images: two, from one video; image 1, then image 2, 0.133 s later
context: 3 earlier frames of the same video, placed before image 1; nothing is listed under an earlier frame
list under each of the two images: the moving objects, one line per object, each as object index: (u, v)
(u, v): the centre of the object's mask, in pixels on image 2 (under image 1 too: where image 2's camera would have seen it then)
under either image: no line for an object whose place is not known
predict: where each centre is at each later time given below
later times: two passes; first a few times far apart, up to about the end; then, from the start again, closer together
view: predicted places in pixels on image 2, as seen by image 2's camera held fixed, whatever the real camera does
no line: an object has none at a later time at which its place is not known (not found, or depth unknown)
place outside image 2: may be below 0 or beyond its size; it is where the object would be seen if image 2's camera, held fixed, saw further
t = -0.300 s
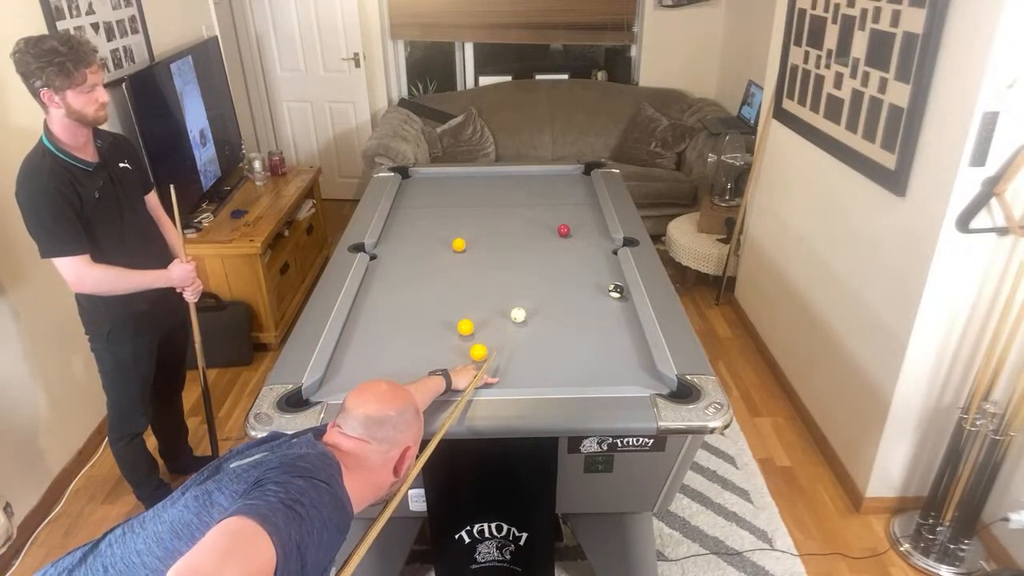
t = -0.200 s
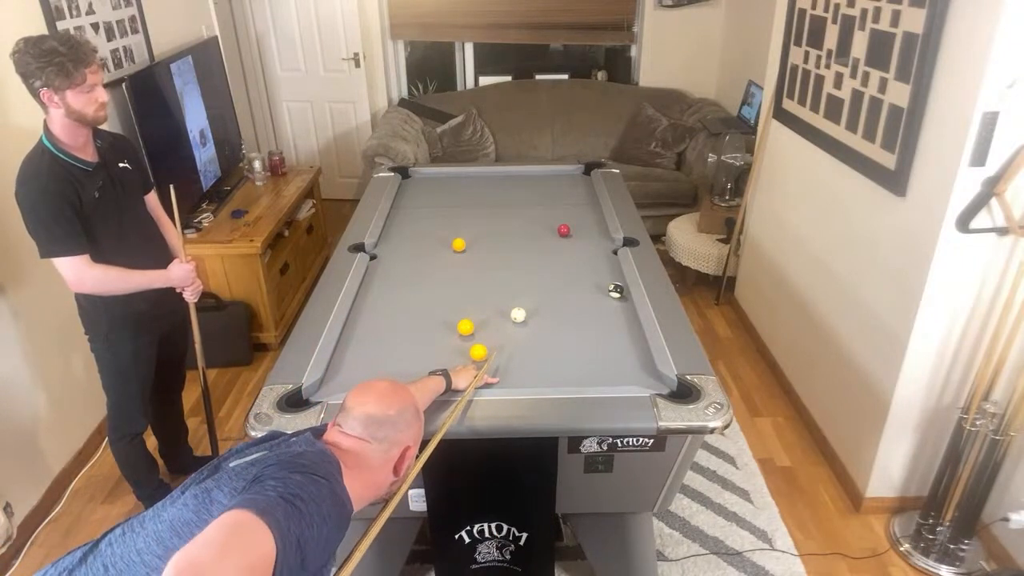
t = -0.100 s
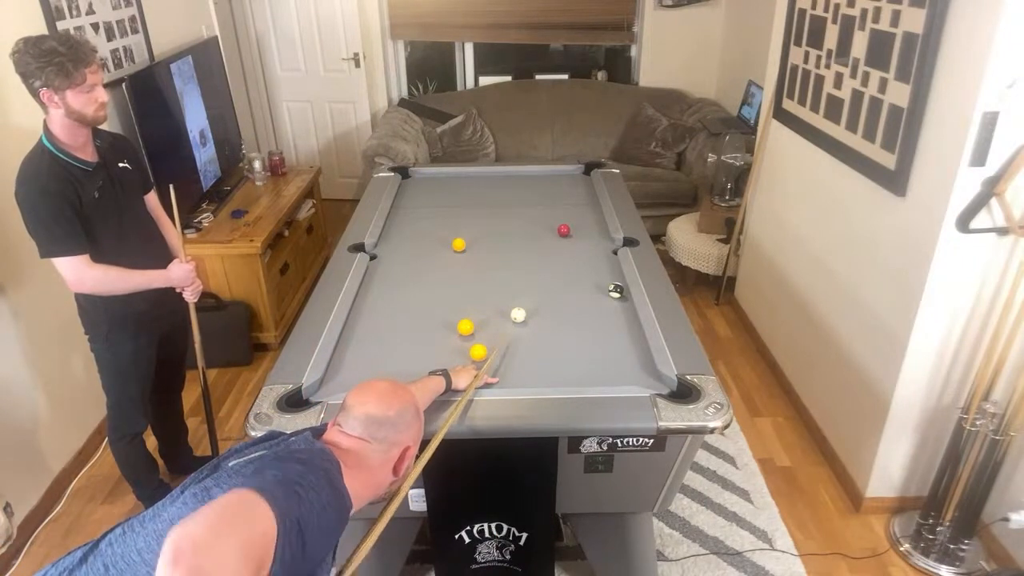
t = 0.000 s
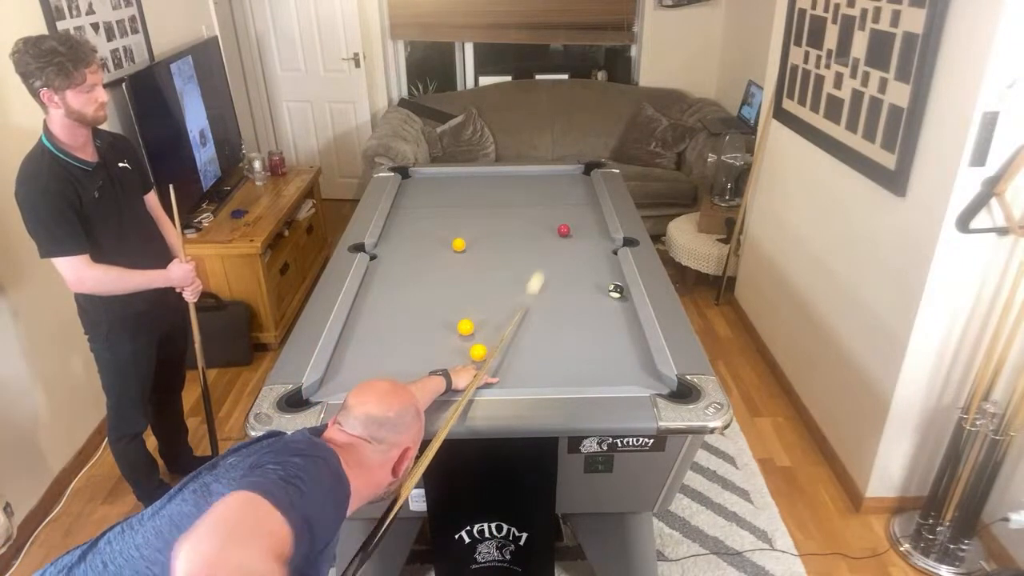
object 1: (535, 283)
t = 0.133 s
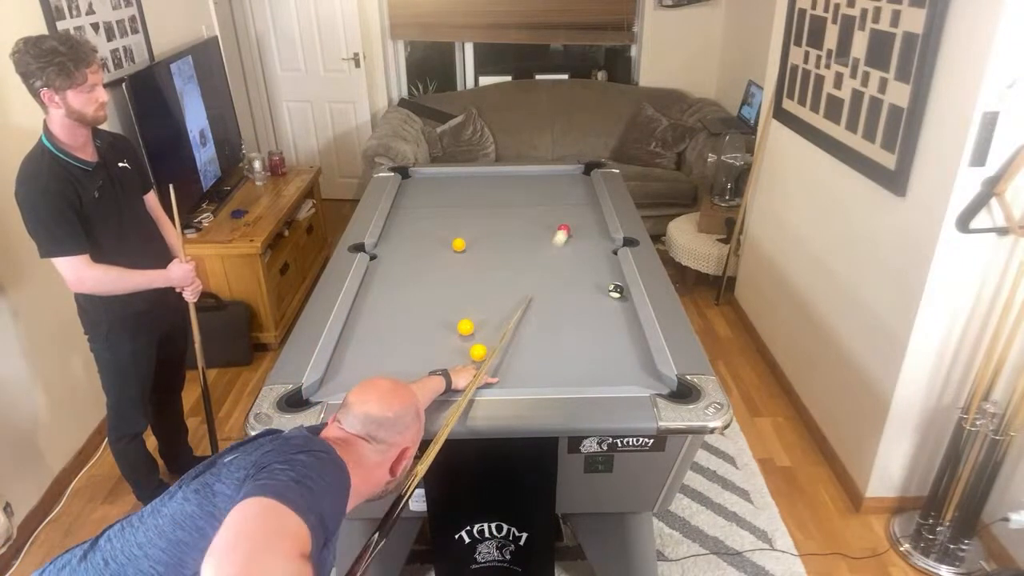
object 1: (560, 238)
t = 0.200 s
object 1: (564, 237)
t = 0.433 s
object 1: (570, 243)
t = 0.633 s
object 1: (575, 249)
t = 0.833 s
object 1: (580, 254)
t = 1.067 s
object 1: (585, 259)
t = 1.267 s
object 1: (589, 264)
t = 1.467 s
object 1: (593, 268)
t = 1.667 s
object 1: (596, 272)
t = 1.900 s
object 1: (599, 276)
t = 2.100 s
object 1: (602, 279)
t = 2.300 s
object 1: (603, 282)
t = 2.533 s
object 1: (604, 284)
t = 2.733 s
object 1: (604, 285)
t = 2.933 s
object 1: (604, 285)
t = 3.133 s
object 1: (604, 285)
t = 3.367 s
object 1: (604, 285)
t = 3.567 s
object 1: (604, 285)
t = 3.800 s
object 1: (604, 285)
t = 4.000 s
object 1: (604, 285)
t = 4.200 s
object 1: (604, 285)
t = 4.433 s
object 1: (604, 285)
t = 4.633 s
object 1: (604, 285)
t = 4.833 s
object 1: (604, 285)
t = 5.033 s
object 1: (604, 285)
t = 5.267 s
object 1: (604, 285)
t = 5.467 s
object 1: (604, 285)
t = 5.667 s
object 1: (604, 285)
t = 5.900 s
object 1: (604, 285)
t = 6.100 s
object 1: (604, 285)
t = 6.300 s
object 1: (604, 285)
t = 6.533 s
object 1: (604, 285)
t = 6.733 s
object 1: (604, 285)
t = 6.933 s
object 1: (604, 285)
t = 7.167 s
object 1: (604, 285)
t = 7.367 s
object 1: (604, 285)
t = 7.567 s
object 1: (604, 285)
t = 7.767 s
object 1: (604, 285)
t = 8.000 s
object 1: (604, 285)
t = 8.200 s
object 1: (604, 285)
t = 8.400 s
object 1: (604, 285)
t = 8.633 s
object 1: (604, 285)
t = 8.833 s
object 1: (604, 285)
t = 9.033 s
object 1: (604, 285)
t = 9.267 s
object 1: (604, 285)
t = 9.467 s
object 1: (604, 285)
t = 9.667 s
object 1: (604, 285)
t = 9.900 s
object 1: (604, 285)
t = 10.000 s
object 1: (604, 285)
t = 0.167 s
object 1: (562, 236)
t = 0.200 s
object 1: (564, 237)
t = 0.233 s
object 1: (564, 238)
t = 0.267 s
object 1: (565, 239)
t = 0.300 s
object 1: (566, 240)
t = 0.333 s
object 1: (567, 240)
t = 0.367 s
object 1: (568, 242)
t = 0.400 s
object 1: (569, 242)
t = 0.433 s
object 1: (570, 243)
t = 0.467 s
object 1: (570, 244)
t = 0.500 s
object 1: (571, 245)
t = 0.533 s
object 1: (572, 246)
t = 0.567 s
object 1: (573, 247)
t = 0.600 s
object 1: (574, 248)
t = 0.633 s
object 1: (575, 249)
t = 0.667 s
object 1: (576, 250)
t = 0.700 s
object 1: (577, 250)
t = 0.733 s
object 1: (577, 251)
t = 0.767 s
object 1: (578, 252)
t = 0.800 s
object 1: (579, 253)
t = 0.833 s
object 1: (580, 254)
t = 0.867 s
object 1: (581, 255)
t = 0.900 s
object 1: (581, 256)
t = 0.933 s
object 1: (582, 256)
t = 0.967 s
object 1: (583, 257)
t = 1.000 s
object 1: (583, 258)
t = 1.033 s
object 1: (584, 259)
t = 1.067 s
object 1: (585, 259)
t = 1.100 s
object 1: (586, 260)
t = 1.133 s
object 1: (586, 261)
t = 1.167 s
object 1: (587, 262)
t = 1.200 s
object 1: (588, 262)
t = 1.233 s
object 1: (588, 263)
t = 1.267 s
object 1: (589, 264)
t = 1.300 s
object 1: (590, 265)
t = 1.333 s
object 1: (590, 265)
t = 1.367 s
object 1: (591, 266)
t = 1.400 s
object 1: (592, 267)
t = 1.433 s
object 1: (592, 267)
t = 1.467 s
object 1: (593, 268)
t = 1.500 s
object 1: (593, 269)
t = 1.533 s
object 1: (594, 269)
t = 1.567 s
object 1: (594, 270)
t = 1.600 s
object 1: (595, 271)
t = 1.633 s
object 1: (596, 271)
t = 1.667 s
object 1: (596, 272)
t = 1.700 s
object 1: (597, 273)
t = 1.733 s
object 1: (597, 273)
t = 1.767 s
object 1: (598, 274)
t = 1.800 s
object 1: (598, 274)
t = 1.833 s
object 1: (598, 275)
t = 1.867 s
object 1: (599, 276)
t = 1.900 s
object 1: (599, 276)
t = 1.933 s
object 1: (600, 277)
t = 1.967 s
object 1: (600, 277)
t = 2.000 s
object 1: (600, 278)
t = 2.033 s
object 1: (601, 278)
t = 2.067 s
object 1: (601, 279)
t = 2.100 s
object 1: (602, 279)
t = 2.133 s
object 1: (602, 280)
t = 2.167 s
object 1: (602, 280)
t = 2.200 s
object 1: (602, 281)
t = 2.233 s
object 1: (603, 281)
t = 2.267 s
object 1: (603, 281)
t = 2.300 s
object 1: (603, 282)
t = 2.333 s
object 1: (604, 282)
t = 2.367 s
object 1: (604, 282)
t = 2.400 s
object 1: (604, 282)
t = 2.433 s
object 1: (604, 283)
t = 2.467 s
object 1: (604, 283)
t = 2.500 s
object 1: (604, 283)
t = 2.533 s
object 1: (604, 284)
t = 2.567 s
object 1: (605, 284)
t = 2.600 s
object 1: (605, 284)
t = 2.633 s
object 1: (605, 284)
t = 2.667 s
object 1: (605, 284)
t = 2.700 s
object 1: (605, 285)
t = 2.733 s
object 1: (604, 285)
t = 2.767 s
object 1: (604, 285)
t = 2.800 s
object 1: (604, 285)
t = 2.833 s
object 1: (604, 285)
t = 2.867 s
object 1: (604, 285)
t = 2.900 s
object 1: (604, 285)
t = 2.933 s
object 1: (604, 285)
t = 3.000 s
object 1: (604, 285)
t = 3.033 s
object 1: (604, 285)
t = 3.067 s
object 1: (604, 285)
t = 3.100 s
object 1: (604, 285)
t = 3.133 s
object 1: (604, 285)
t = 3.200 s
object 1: (604, 285)
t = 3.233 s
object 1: (604, 285)
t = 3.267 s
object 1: (604, 285)
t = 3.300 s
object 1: (604, 285)
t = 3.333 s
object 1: (604, 285)
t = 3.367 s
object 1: (604, 285)
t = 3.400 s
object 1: (604, 285)
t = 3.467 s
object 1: (604, 285)
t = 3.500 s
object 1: (604, 285)
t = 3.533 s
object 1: (604, 285)
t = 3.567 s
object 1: (604, 285)
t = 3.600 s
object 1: (604, 285)
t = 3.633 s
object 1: (604, 285)
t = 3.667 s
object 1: (604, 285)
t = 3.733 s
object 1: (604, 285)
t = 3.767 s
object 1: (604, 285)
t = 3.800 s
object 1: (604, 285)
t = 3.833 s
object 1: (604, 285)
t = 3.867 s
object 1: (604, 285)
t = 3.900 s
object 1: (604, 285)
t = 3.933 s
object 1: (604, 285)
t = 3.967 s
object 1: (604, 285)
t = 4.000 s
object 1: (604, 285)
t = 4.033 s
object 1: (604, 285)
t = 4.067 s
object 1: (604, 285)
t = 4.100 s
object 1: (604, 285)
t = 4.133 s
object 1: (604, 285)
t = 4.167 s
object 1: (604, 285)
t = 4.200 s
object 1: (604, 285)
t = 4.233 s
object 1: (604, 285)
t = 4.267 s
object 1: (604, 285)
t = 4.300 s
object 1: (604, 285)
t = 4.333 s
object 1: (604, 285)
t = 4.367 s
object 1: (604, 285)
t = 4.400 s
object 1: (604, 285)
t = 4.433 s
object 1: (604, 285)
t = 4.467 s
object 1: (604, 285)
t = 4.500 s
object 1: (604, 285)
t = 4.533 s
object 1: (604, 285)
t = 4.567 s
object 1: (604, 285)
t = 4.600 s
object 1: (604, 285)
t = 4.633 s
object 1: (604, 285)
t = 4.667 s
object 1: (604, 285)
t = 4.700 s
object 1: (604, 285)
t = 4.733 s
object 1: (604, 285)
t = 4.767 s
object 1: (604, 285)
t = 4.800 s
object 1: (604, 285)
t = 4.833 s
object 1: (604, 285)
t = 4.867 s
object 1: (604, 285)
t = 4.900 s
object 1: (604, 285)
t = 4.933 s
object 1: (604, 285)
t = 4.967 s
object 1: (604, 285)
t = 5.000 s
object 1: (604, 285)
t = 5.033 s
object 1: (604, 285)
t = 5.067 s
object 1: (604, 285)
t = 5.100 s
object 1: (604, 285)
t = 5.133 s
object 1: (604, 285)
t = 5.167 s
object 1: (604, 285)
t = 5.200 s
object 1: (604, 285)
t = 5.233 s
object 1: (604, 285)
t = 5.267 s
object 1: (604, 285)
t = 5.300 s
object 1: (604, 285)
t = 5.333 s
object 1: (604, 285)
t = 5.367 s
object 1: (604, 285)
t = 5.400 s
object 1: (604, 285)
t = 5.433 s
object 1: (604, 285)
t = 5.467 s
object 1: (604, 285)
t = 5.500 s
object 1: (604, 285)
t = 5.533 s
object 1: (604, 285)
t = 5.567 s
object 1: (604, 285)
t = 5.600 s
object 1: (604, 285)
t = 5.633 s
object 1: (604, 285)
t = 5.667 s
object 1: (604, 285)
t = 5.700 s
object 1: (604, 285)
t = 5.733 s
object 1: (604, 285)
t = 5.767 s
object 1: (604, 285)
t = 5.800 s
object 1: (604, 285)
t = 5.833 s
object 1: (604, 285)
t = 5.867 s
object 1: (604, 285)
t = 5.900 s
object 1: (604, 285)
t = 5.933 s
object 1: (604, 285)
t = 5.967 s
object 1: (604, 285)
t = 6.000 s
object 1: (604, 285)
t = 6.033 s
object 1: (604, 285)
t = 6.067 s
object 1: (604, 285)
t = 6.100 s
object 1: (604, 285)
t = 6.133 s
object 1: (604, 285)
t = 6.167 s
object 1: (604, 285)
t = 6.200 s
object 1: (604, 285)
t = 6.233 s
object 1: (604, 285)
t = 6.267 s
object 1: (604, 285)
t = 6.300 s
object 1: (604, 285)
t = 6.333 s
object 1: (604, 285)
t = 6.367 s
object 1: (604, 285)
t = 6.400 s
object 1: (604, 285)
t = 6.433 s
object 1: (604, 285)
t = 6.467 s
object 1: (604, 285)
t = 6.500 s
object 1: (604, 285)
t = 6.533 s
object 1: (604, 285)
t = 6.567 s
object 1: (604, 285)
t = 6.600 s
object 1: (604, 285)
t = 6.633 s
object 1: (604, 285)
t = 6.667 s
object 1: (604, 285)
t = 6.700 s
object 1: (604, 285)
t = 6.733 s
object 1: (604, 285)
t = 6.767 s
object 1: (604, 285)
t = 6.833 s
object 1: (604, 285)
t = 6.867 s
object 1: (604, 285)
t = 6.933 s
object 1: (604, 285)
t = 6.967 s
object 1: (604, 285)
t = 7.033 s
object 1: (604, 285)
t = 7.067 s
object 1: (604, 285)
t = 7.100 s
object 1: (604, 285)
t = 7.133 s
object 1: (604, 285)
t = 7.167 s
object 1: (604, 285)
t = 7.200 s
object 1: (604, 285)
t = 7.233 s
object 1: (604, 285)
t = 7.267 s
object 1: (604, 285)
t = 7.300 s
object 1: (604, 285)
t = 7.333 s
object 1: (604, 285)
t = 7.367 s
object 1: (604, 285)
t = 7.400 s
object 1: (604, 285)
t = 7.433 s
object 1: (604, 285)
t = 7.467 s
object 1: (604, 285)
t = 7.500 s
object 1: (604, 285)
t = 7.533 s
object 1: (604, 285)
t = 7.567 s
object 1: (604, 285)
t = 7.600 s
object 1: (604, 285)
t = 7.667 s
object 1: (604, 285)
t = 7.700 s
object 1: (604, 285)
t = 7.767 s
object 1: (604, 285)
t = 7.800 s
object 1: (604, 285)
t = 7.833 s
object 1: (604, 285)
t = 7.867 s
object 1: (604, 285)
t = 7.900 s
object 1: (604, 285)
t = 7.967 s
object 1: (604, 285)
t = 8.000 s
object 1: (604, 285)
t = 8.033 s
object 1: (604, 285)
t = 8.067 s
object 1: (604, 285)
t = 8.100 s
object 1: (604, 285)
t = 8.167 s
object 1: (604, 285)
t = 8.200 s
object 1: (604, 285)
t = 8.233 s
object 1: (604, 285)
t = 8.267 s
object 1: (604, 285)
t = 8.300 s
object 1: (604, 285)
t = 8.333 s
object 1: (604, 285)
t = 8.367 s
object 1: (604, 285)
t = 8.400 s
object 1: (604, 285)
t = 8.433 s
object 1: (604, 285)
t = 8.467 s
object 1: (604, 285)
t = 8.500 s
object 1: (604, 285)
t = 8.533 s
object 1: (604, 285)
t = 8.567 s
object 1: (604, 285)
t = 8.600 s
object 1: (604, 285)
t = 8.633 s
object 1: (604, 285)
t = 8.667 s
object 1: (604, 285)
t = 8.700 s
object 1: (604, 285)
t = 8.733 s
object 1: (604, 285)
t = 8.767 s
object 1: (604, 285)
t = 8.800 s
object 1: (604, 285)
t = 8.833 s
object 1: (604, 285)
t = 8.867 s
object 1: (604, 285)
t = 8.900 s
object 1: (604, 285)
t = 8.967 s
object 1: (604, 285)
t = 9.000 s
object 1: (604, 285)
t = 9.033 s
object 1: (604, 285)
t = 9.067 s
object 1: (604, 285)
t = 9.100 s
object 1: (604, 285)
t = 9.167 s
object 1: (604, 285)
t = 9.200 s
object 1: (604, 285)
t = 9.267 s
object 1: (604, 285)
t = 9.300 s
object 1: (604, 285)
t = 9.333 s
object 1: (604, 285)
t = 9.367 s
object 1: (604, 285)
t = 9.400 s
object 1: (604, 285)
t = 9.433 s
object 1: (604, 285)
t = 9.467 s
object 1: (604, 285)
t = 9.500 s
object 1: (604, 285)
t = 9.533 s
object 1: (604, 285)
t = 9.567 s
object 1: (604, 285)
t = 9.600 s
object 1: (604, 285)
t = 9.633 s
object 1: (604, 285)
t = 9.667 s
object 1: (604, 285)
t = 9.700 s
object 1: (604, 285)
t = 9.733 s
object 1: (604, 285)
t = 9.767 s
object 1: (604, 285)
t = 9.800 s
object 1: (604, 285)
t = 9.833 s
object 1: (604, 285)
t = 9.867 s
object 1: (604, 285)
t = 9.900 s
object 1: (604, 285)
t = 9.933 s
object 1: (604, 285)
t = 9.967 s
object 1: (604, 285)
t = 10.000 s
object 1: (604, 285)
